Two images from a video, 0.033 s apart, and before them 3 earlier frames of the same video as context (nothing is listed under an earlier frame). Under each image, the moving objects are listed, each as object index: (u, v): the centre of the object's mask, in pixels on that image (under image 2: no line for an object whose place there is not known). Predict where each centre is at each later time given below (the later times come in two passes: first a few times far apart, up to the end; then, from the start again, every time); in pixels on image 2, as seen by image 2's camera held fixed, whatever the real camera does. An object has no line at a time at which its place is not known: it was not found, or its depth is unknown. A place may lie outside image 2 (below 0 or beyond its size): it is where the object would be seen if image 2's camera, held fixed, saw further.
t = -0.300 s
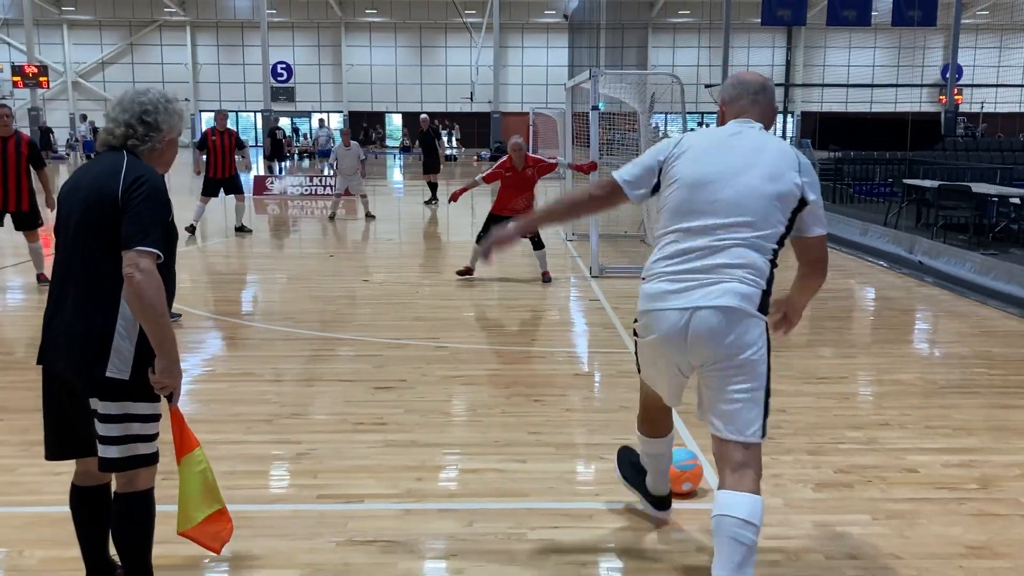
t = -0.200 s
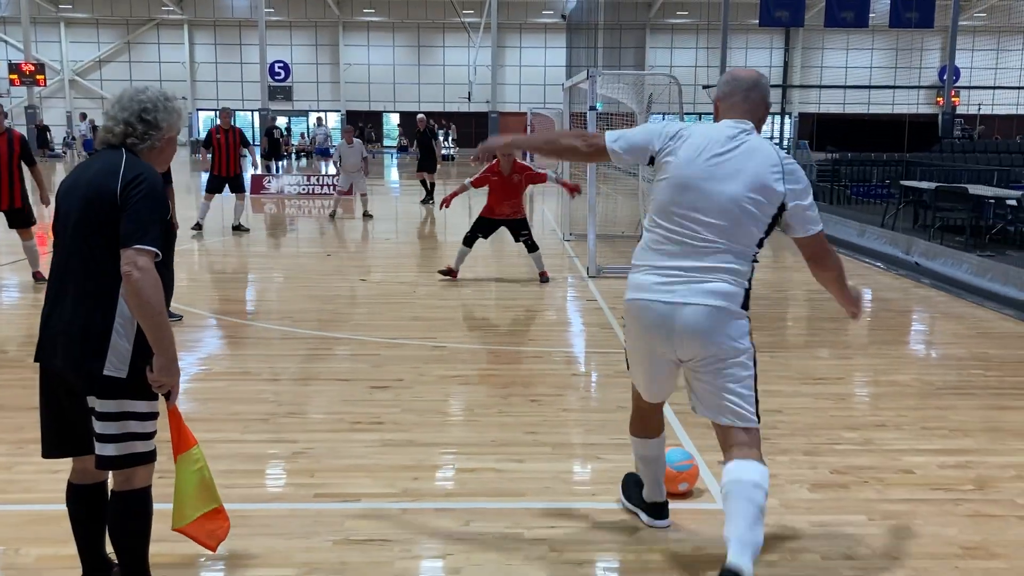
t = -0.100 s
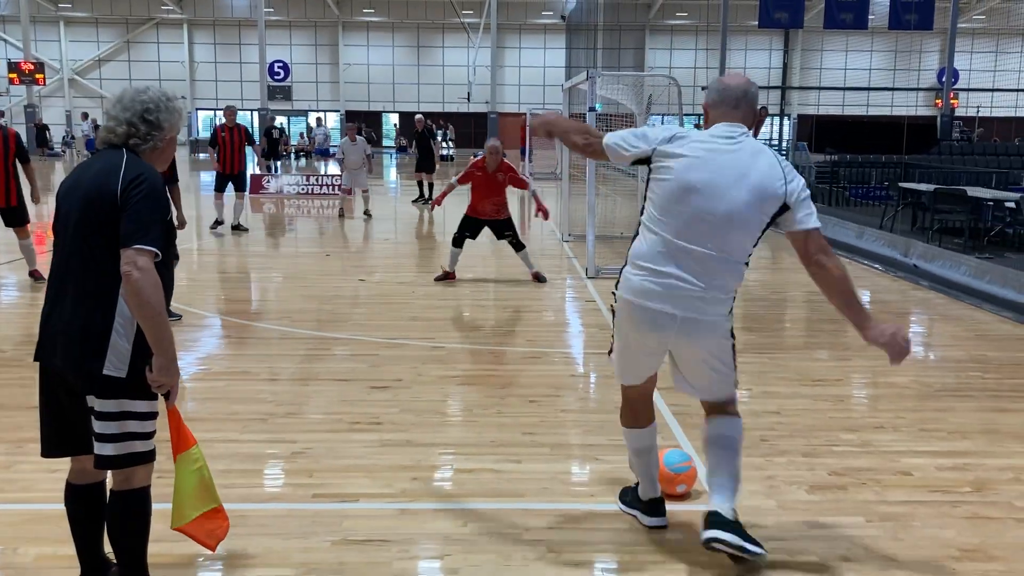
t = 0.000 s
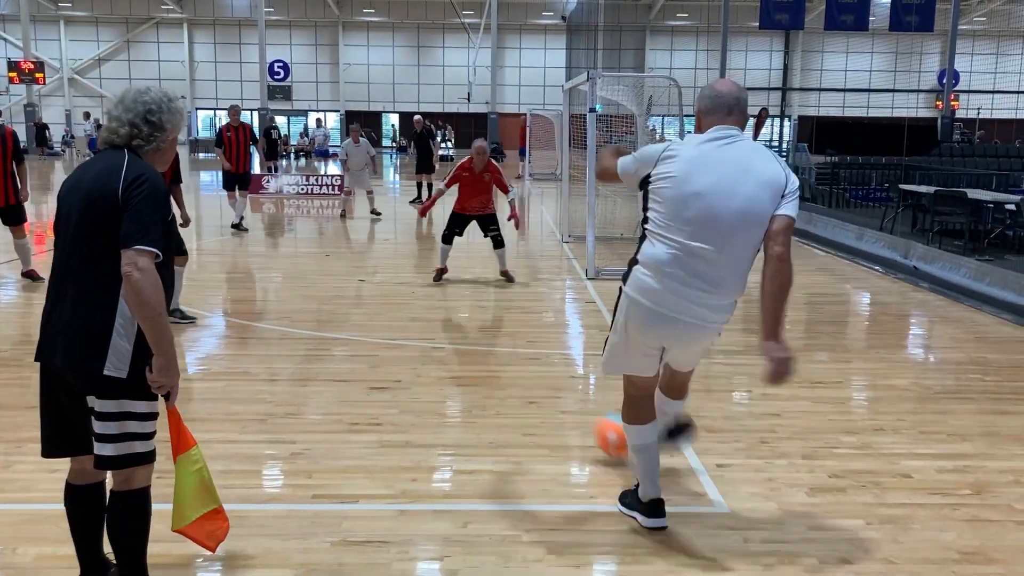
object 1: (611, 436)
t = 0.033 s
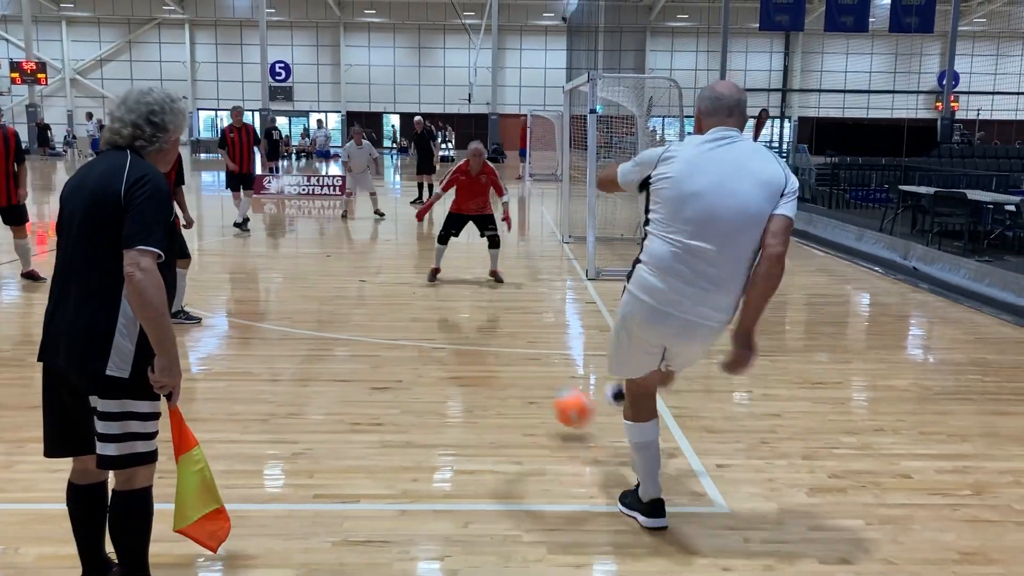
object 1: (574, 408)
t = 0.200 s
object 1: (419, 338)
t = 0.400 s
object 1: (323, 295)
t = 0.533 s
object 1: (280, 277)
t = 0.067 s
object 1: (534, 385)
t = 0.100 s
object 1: (500, 369)
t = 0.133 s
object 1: (469, 355)
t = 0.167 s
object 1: (443, 346)
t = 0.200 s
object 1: (419, 338)
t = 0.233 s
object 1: (398, 331)
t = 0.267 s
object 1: (381, 321)
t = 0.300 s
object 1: (364, 311)
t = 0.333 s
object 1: (349, 304)
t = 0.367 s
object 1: (335, 300)
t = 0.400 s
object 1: (323, 295)
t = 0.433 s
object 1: (310, 288)
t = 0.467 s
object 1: (300, 283)
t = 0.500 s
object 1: (290, 281)
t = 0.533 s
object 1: (280, 277)
